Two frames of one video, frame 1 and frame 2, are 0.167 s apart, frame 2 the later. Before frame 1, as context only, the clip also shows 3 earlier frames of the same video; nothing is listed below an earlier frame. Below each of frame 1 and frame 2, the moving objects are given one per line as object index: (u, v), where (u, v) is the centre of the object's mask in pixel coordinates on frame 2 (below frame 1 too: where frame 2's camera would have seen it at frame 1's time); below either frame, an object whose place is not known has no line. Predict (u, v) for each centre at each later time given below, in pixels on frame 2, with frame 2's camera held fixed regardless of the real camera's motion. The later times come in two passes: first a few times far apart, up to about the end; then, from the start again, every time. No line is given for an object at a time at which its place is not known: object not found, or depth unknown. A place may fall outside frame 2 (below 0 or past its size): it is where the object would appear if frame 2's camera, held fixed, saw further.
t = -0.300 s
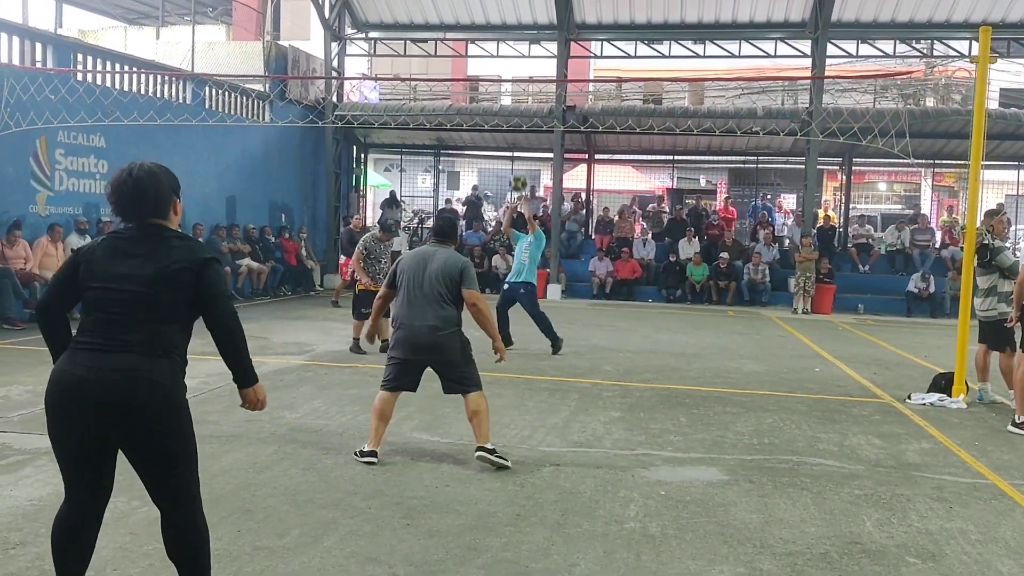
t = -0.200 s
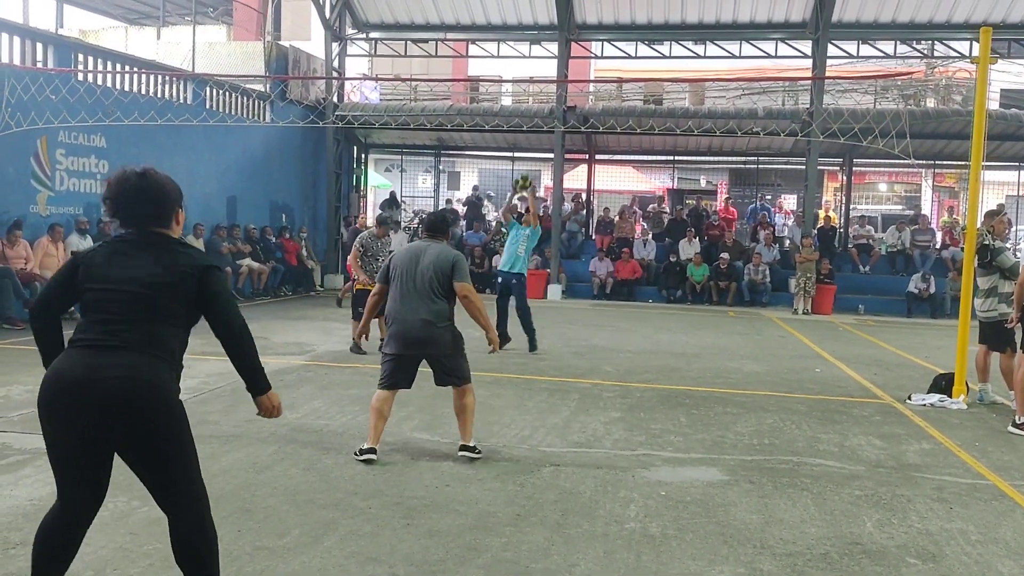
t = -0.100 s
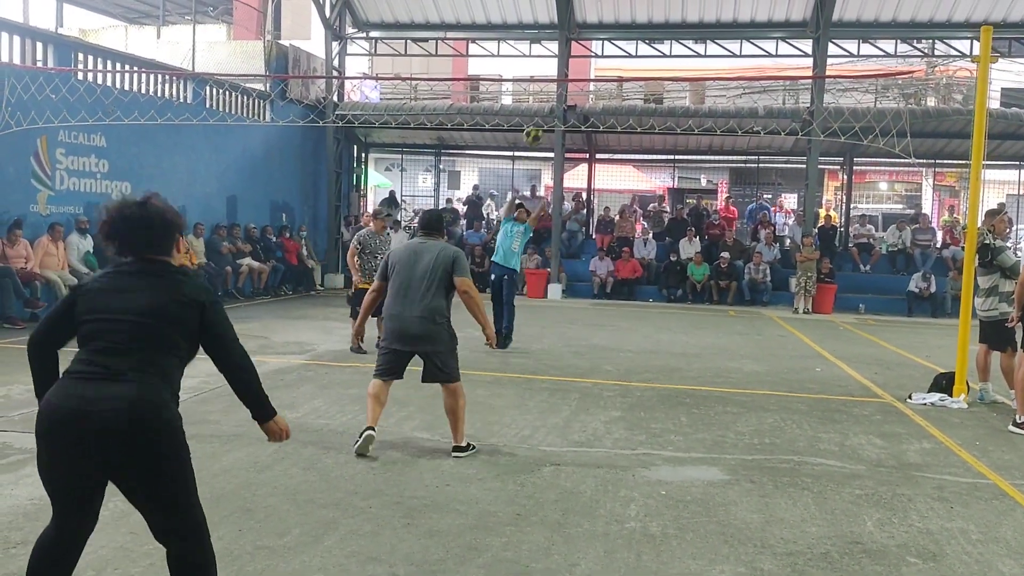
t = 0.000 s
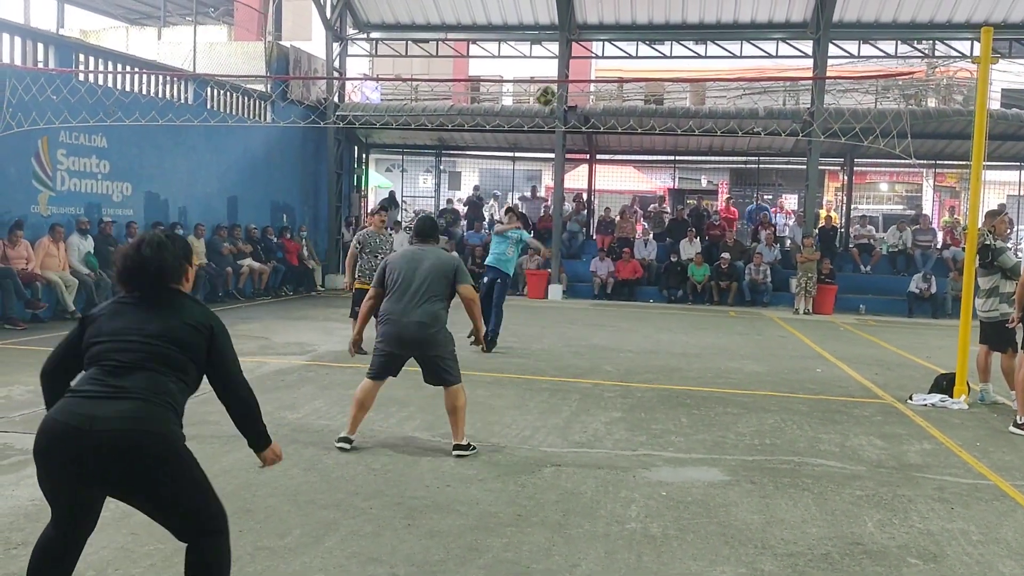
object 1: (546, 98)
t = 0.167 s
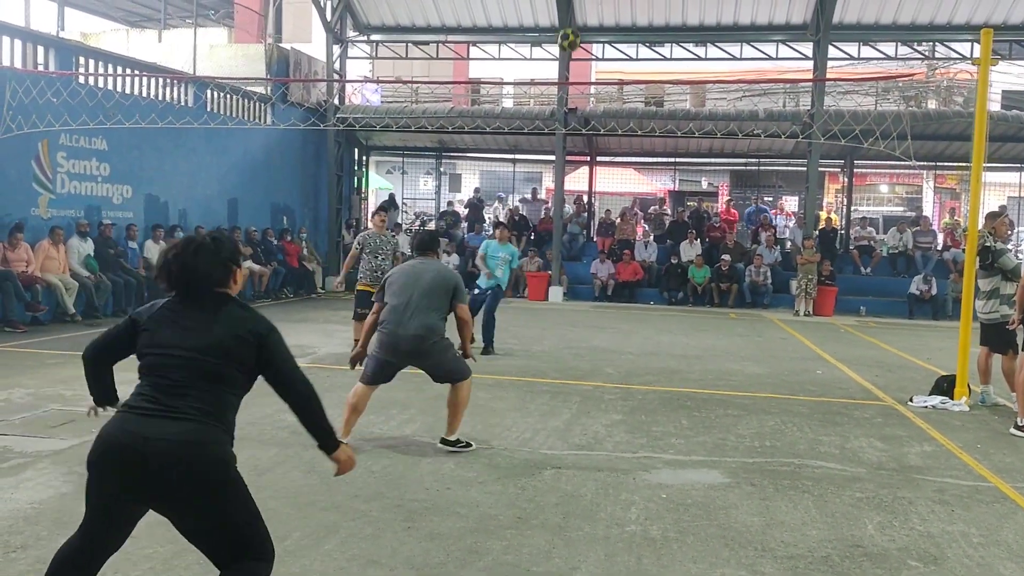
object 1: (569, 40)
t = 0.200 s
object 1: (574, 31)
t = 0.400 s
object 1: (608, -1)
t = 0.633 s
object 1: (659, 4)
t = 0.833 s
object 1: (720, 94)
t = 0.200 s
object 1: (574, 31)
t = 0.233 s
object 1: (579, 22)
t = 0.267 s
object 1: (584, 14)
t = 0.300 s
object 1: (590, 8)
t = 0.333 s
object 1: (596, 4)
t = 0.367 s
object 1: (601, 1)
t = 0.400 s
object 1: (608, -1)
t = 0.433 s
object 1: (615, -2)
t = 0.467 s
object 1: (621, -4)
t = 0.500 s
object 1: (628, -4)
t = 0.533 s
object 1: (636, -4)
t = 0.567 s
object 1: (643, -3)
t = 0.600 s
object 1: (650, -1)
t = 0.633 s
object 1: (659, 4)
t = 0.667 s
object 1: (667, 12)
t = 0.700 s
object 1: (676, 23)
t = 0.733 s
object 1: (686, 36)
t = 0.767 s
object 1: (697, 51)
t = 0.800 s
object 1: (708, 71)
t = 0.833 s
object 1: (720, 94)
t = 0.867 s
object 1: (734, 119)
